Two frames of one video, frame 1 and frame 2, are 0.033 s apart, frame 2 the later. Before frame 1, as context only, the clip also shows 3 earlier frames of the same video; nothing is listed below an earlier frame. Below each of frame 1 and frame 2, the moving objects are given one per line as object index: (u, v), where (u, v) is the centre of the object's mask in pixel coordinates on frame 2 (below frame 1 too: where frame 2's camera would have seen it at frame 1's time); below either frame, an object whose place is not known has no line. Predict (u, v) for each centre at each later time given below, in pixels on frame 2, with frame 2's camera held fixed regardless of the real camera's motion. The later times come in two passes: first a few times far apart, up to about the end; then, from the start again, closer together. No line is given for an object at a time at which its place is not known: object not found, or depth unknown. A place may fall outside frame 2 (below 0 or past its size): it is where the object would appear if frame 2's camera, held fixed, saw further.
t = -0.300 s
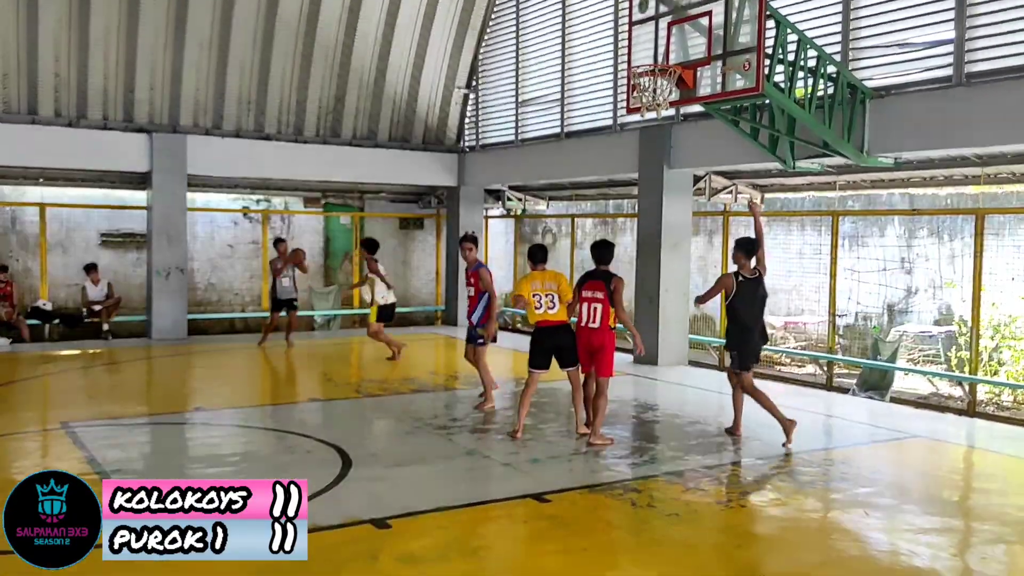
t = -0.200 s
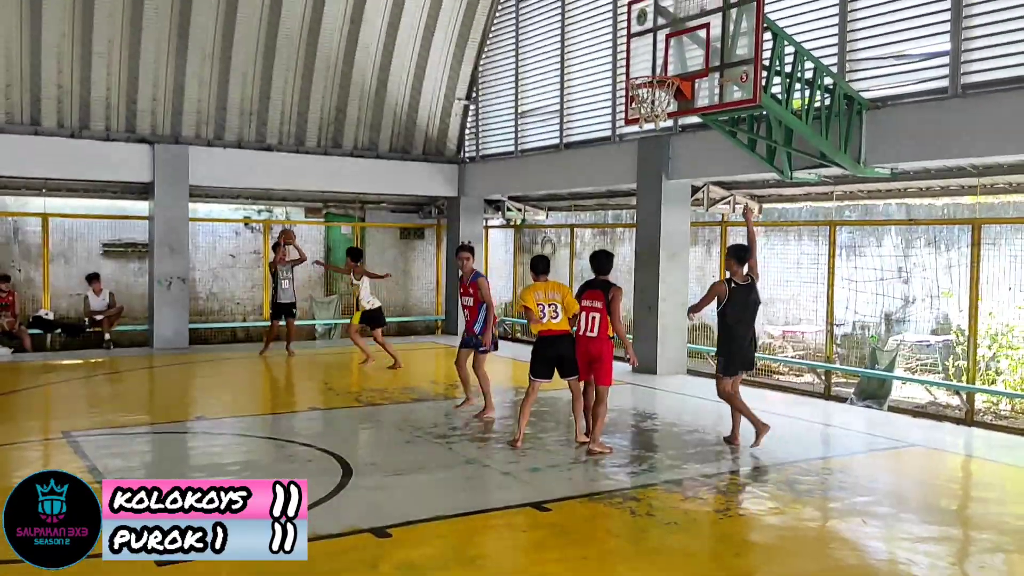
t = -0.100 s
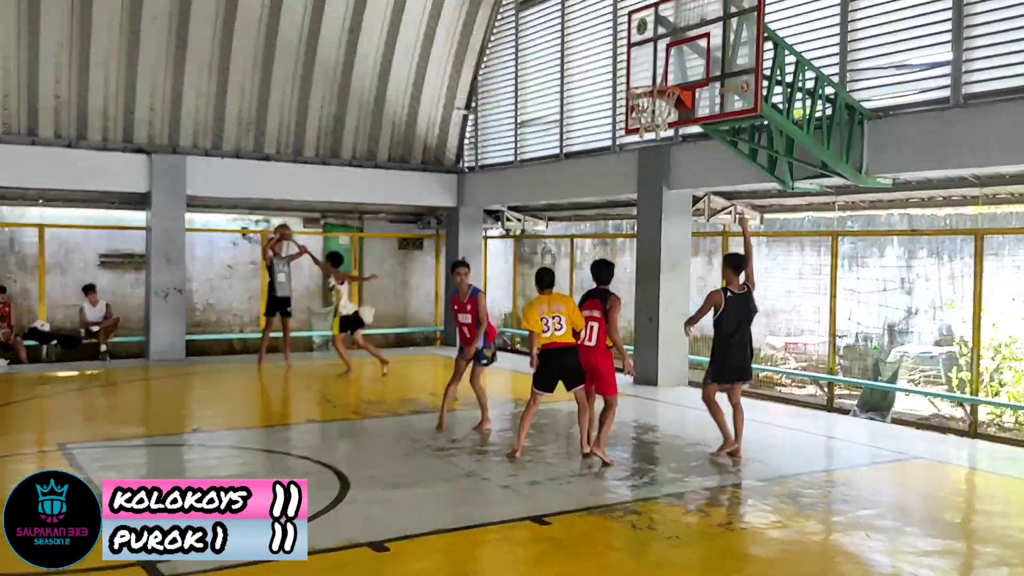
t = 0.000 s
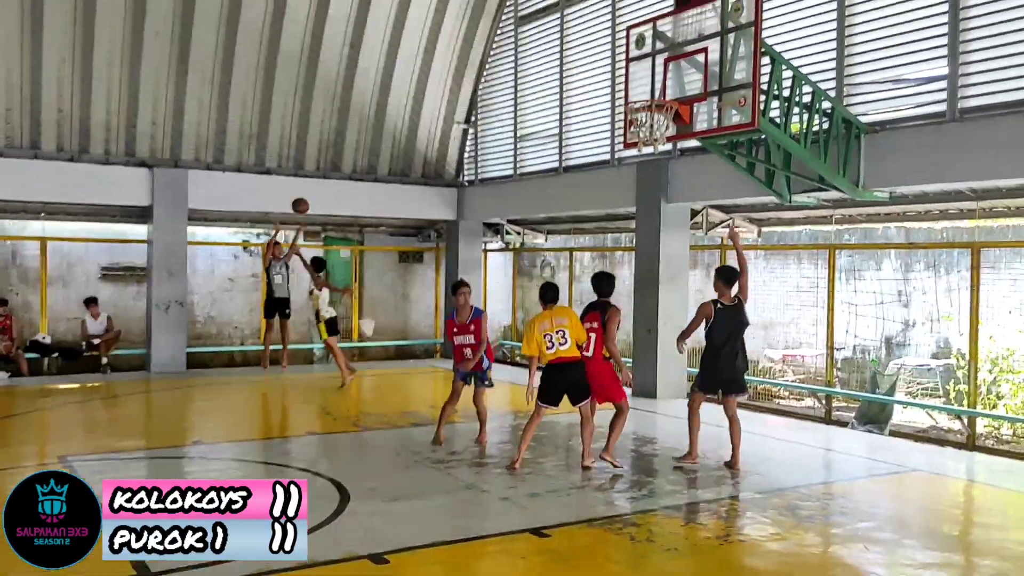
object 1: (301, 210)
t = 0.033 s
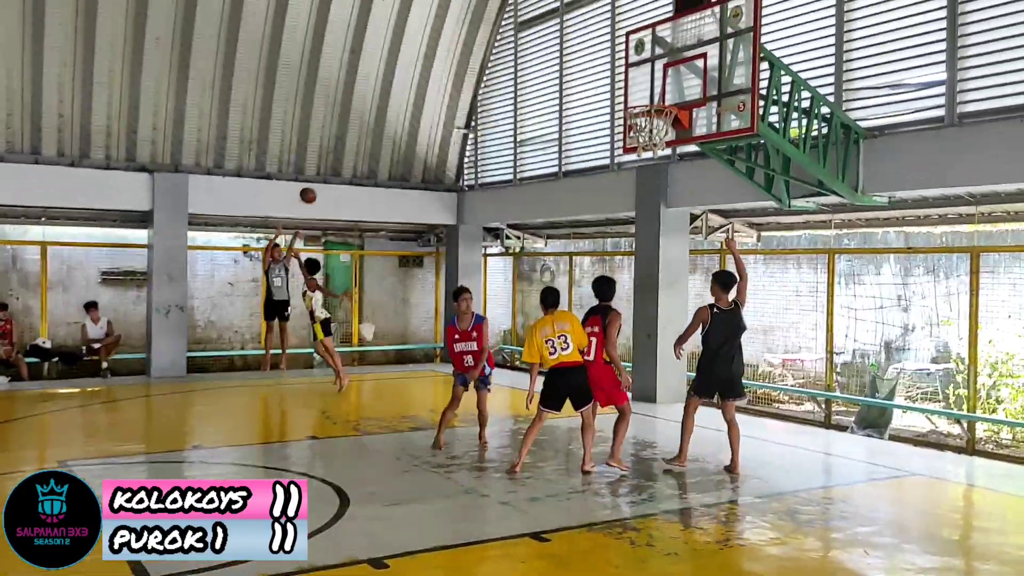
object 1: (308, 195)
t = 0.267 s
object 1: (365, 105)
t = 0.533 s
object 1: (441, 40)
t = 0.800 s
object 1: (529, 29)
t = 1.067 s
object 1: (633, 87)
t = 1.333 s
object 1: (704, 81)
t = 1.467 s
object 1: (740, 95)
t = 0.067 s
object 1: (316, 181)
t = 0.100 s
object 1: (324, 168)
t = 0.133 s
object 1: (332, 154)
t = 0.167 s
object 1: (339, 141)
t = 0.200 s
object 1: (348, 128)
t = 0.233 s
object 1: (357, 116)
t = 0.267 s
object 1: (365, 105)
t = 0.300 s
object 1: (374, 94)
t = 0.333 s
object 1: (383, 84)
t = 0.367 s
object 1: (392, 75)
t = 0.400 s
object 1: (401, 66)
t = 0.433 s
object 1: (411, 59)
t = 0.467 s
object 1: (421, 52)
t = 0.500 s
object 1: (430, 45)
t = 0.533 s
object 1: (441, 40)
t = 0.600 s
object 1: (462, 32)
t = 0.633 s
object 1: (472, 29)
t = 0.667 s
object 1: (484, 27)
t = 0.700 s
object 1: (494, 26)
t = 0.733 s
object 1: (505, 26)
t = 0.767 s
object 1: (517, 27)
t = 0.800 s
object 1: (529, 29)
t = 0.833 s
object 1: (541, 32)
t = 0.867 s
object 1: (553, 36)
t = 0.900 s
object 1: (566, 41)
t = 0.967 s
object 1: (592, 56)
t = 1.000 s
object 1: (605, 65)
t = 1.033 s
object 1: (619, 76)
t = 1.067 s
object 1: (633, 87)
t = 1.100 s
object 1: (648, 98)
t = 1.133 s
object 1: (655, 96)
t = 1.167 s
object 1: (664, 92)
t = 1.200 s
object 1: (670, 88)
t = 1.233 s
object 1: (678, 84)
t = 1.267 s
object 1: (687, 82)
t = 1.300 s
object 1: (695, 81)
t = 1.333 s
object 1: (704, 81)
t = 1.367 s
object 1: (713, 82)
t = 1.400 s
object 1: (721, 86)
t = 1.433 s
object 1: (731, 89)
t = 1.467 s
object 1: (740, 95)
